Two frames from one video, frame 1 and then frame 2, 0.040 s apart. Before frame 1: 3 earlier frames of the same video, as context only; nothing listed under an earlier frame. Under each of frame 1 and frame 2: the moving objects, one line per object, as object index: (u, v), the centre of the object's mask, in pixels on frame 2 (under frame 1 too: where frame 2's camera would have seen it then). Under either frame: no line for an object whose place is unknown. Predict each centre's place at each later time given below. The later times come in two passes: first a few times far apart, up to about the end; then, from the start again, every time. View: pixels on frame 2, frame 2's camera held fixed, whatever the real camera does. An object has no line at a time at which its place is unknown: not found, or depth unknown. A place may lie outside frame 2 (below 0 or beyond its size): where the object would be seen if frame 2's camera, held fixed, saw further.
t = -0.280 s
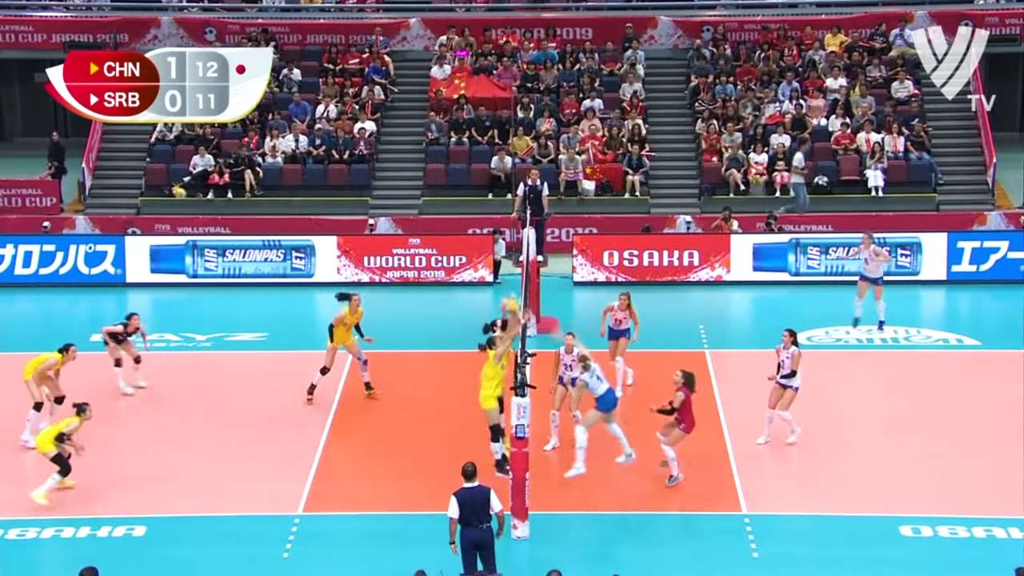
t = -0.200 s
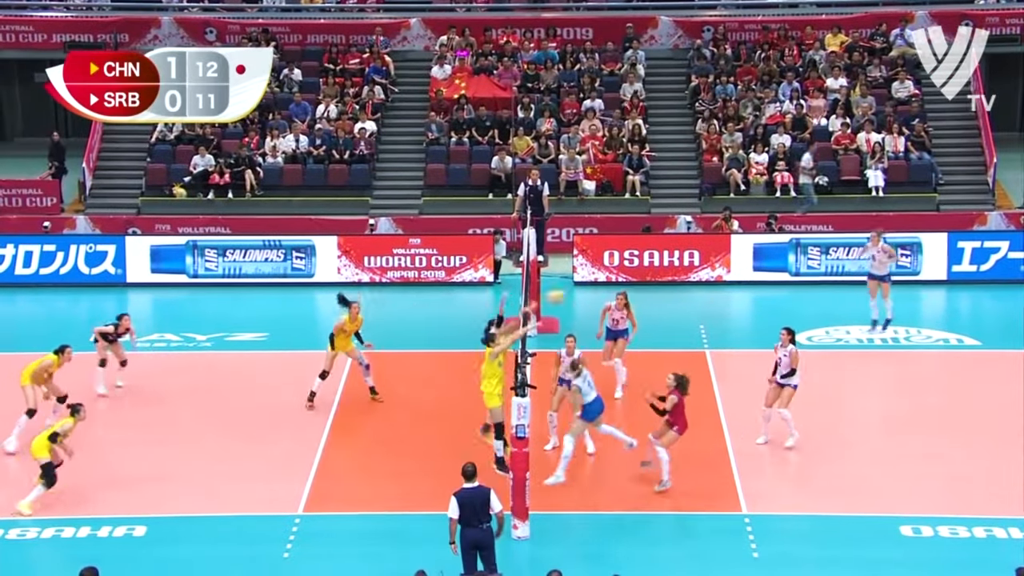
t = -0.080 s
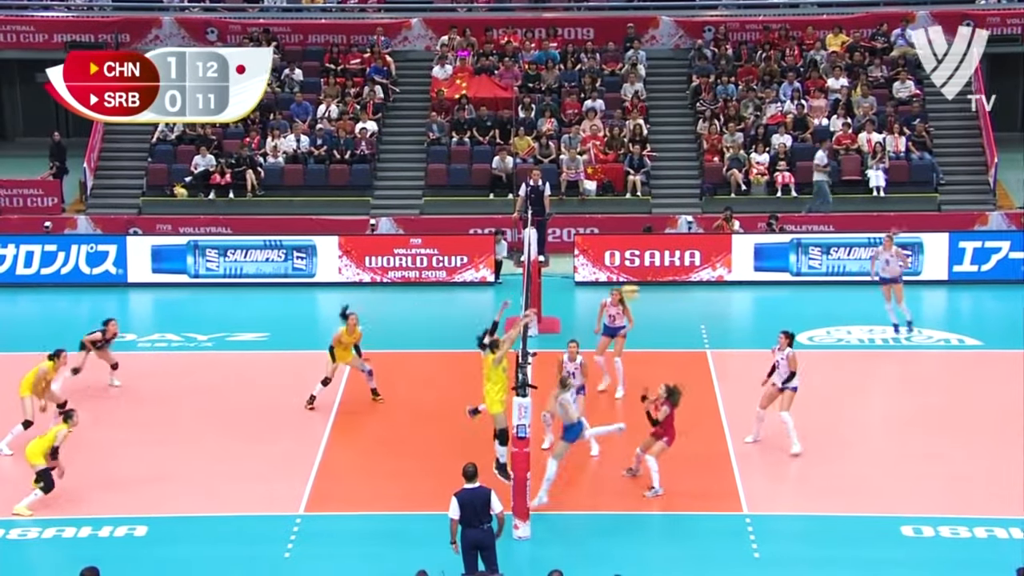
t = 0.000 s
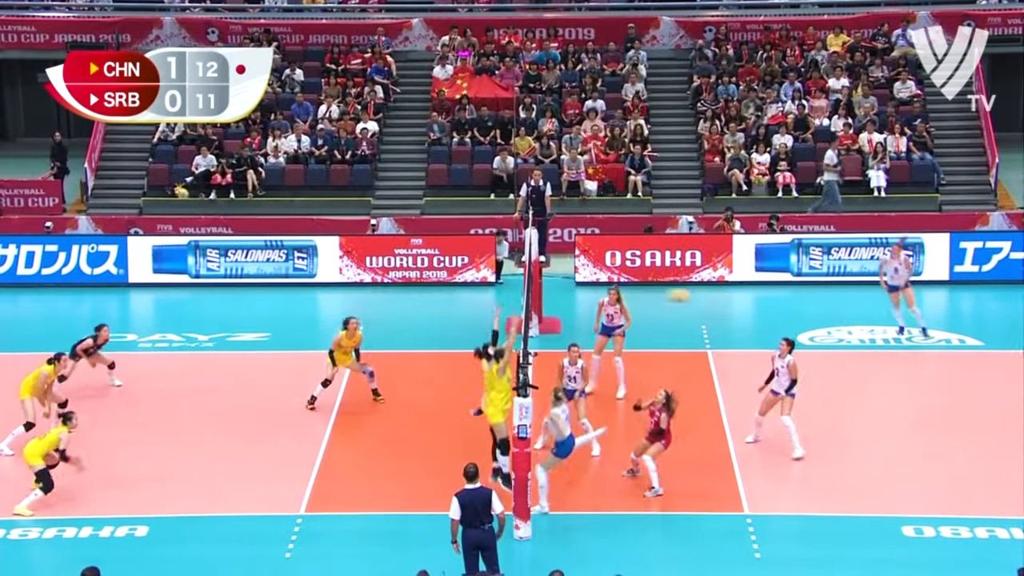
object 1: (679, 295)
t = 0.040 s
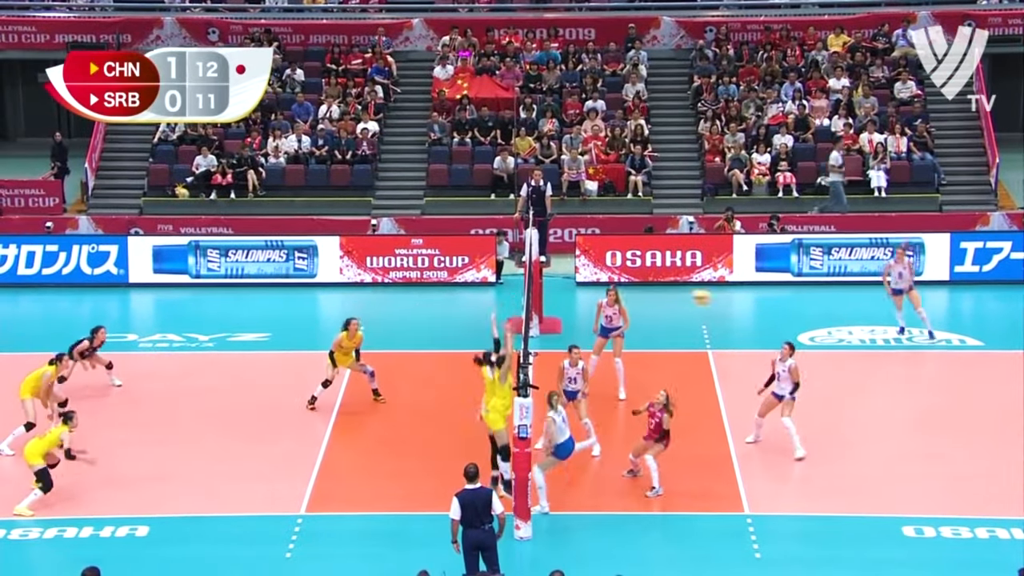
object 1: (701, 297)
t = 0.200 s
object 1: (797, 320)
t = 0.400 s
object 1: (911, 373)
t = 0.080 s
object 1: (727, 302)
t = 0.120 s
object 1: (751, 307)
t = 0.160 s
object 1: (772, 313)
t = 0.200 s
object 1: (797, 320)
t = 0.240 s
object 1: (817, 328)
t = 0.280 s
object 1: (842, 339)
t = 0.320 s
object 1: (866, 348)
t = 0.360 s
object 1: (886, 361)
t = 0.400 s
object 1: (911, 373)
